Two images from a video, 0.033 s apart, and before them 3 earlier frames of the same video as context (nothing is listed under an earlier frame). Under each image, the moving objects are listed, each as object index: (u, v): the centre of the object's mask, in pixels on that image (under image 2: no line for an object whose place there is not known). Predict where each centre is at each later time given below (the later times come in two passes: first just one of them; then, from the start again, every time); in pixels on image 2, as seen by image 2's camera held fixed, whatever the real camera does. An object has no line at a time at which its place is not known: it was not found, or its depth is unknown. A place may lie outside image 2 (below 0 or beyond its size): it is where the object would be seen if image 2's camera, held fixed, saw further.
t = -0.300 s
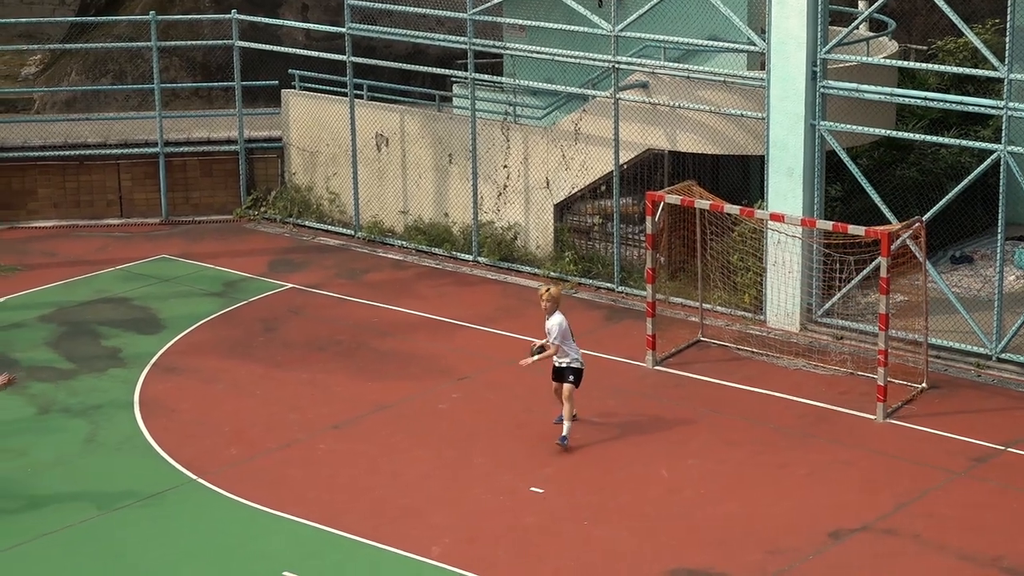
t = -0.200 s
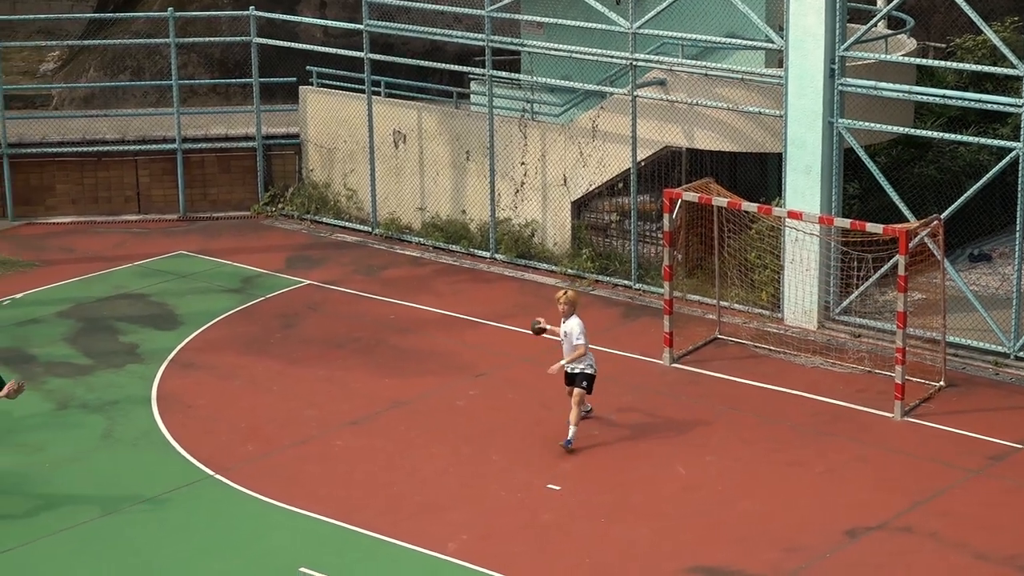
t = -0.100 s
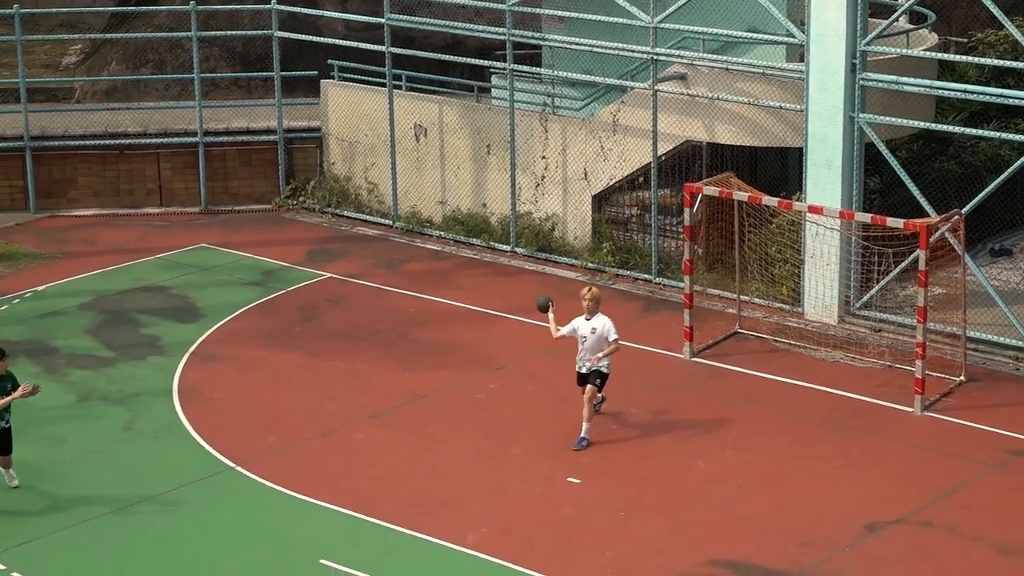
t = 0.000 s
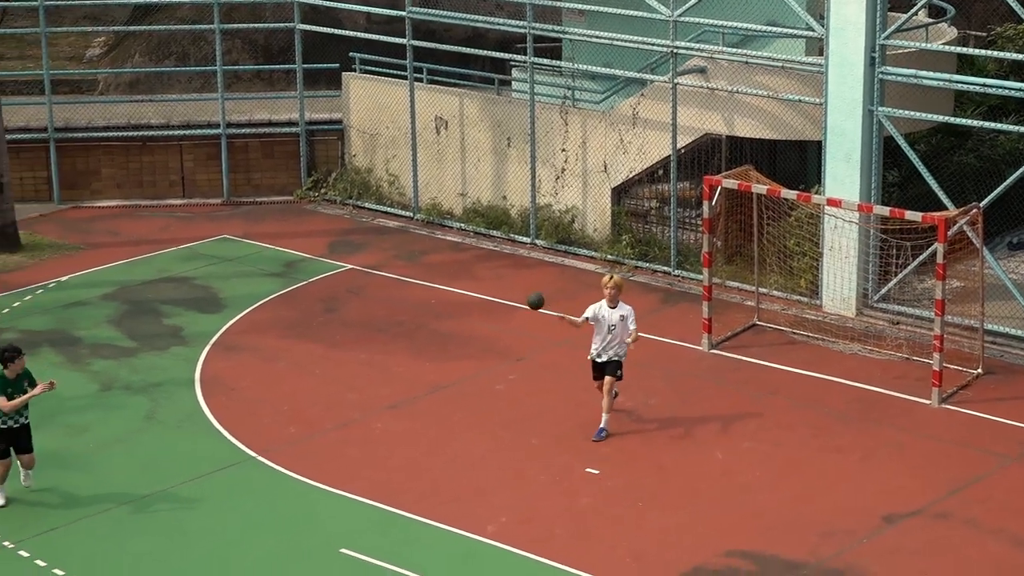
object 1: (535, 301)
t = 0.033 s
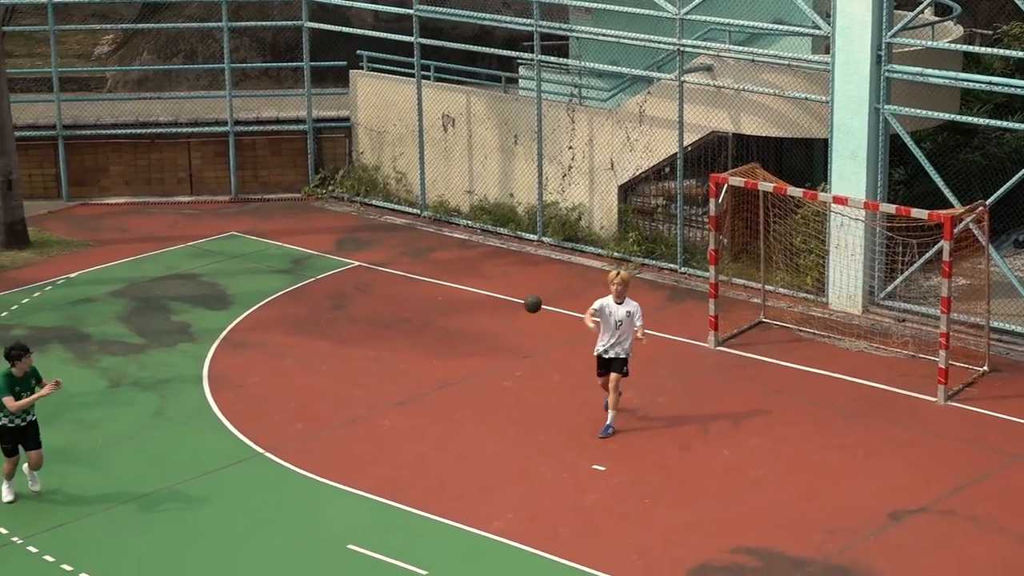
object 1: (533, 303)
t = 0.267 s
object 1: (450, 373)
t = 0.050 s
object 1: (528, 307)
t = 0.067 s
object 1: (523, 310)
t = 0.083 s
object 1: (517, 313)
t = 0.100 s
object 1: (512, 317)
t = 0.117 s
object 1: (507, 321)
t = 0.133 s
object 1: (501, 326)
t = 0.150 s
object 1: (495, 331)
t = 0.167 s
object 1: (490, 336)
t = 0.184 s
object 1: (483, 341)
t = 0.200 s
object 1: (477, 347)
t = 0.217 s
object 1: (471, 353)
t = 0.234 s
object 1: (464, 359)
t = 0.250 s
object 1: (457, 366)
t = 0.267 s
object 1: (450, 373)
